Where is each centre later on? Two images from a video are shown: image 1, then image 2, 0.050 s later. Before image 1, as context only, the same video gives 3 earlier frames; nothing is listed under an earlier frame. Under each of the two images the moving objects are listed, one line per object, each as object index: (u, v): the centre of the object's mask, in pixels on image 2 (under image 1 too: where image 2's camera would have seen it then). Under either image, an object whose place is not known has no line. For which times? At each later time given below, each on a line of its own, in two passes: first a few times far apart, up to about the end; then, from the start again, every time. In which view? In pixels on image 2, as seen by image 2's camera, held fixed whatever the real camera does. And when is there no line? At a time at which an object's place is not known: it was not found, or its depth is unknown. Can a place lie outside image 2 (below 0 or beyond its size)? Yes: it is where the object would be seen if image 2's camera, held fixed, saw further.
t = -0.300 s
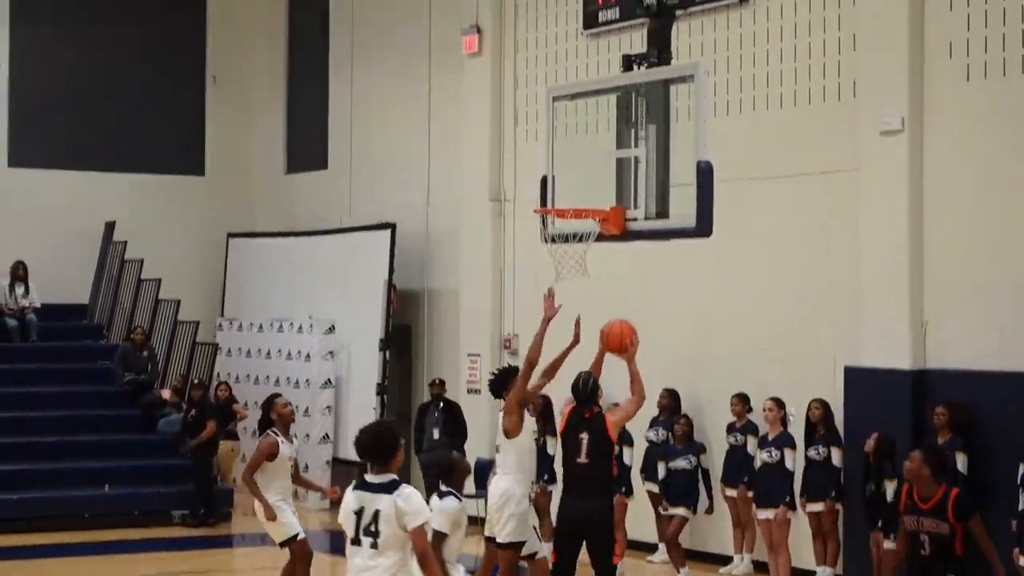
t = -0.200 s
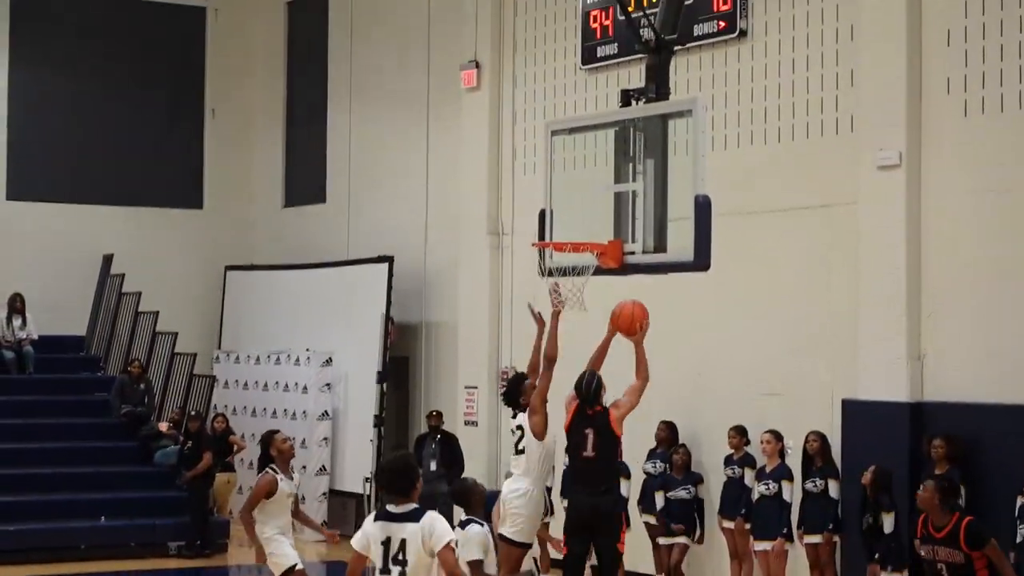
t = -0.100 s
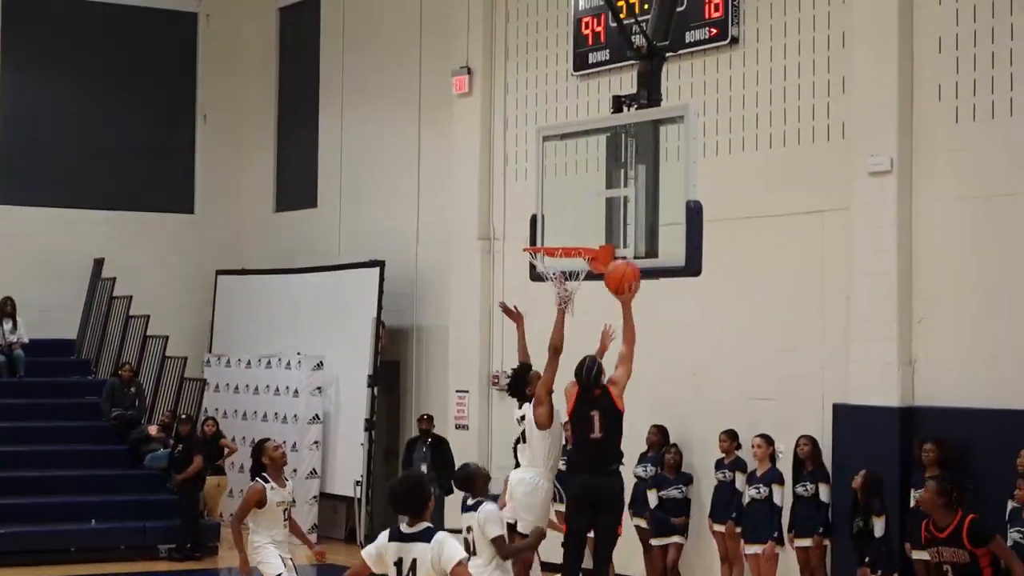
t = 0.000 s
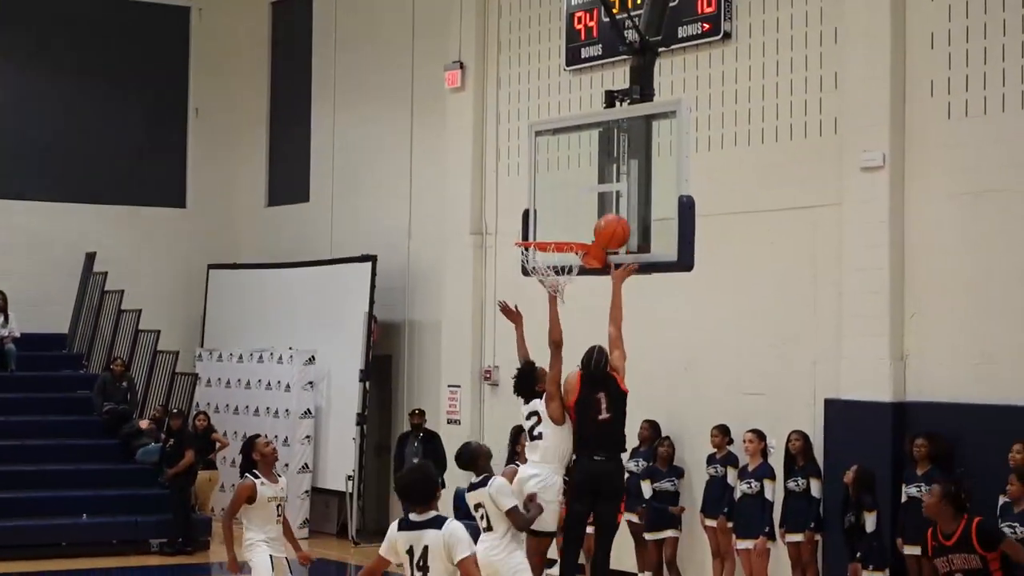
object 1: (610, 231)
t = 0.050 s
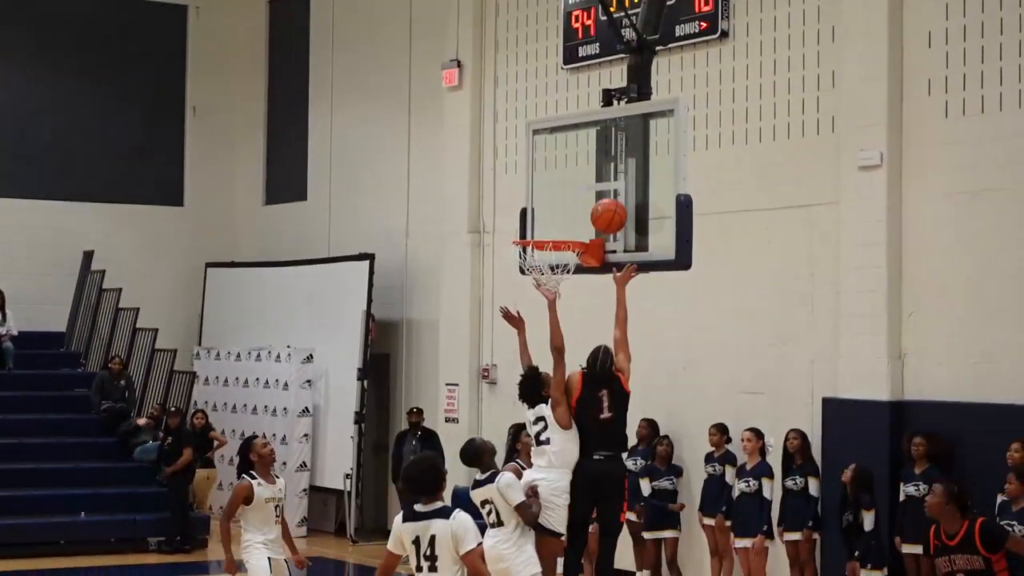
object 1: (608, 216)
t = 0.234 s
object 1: (582, 208)
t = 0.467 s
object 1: (538, 272)
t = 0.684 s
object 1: (516, 351)
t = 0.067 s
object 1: (608, 212)
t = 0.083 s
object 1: (608, 209)
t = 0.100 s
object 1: (607, 208)
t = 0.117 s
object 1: (603, 206)
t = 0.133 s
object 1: (600, 204)
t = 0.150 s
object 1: (597, 204)
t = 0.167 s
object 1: (594, 203)
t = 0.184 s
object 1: (590, 203)
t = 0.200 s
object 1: (587, 204)
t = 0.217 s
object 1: (584, 206)
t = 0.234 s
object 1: (582, 208)
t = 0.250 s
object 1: (578, 210)
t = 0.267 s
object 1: (576, 213)
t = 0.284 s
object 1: (573, 215)
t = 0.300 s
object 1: (569, 218)
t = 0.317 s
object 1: (566, 222)
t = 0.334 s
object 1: (563, 225)
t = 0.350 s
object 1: (560, 227)
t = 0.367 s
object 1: (557, 230)
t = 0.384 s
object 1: (554, 239)
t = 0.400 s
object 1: (551, 245)
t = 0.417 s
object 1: (549, 252)
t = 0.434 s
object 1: (545, 259)
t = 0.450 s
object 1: (542, 264)
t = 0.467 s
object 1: (538, 272)
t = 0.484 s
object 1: (536, 278)
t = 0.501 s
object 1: (534, 285)
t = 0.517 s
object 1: (532, 291)
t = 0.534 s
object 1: (531, 295)
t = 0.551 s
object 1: (529, 300)
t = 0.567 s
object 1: (527, 306)
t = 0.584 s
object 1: (525, 311)
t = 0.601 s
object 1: (524, 316)
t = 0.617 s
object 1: (523, 322)
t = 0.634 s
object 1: (521, 329)
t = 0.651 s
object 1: (520, 336)
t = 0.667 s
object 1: (518, 343)
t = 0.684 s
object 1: (516, 351)
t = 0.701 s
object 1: (515, 359)
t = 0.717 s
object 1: (514, 367)
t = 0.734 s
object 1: (512, 377)
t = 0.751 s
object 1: (511, 386)
